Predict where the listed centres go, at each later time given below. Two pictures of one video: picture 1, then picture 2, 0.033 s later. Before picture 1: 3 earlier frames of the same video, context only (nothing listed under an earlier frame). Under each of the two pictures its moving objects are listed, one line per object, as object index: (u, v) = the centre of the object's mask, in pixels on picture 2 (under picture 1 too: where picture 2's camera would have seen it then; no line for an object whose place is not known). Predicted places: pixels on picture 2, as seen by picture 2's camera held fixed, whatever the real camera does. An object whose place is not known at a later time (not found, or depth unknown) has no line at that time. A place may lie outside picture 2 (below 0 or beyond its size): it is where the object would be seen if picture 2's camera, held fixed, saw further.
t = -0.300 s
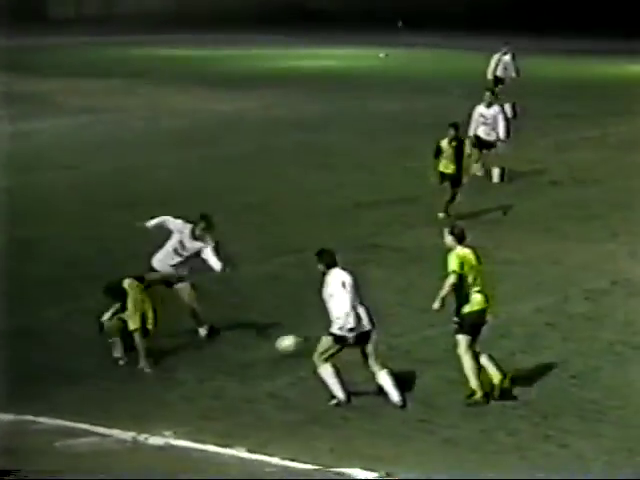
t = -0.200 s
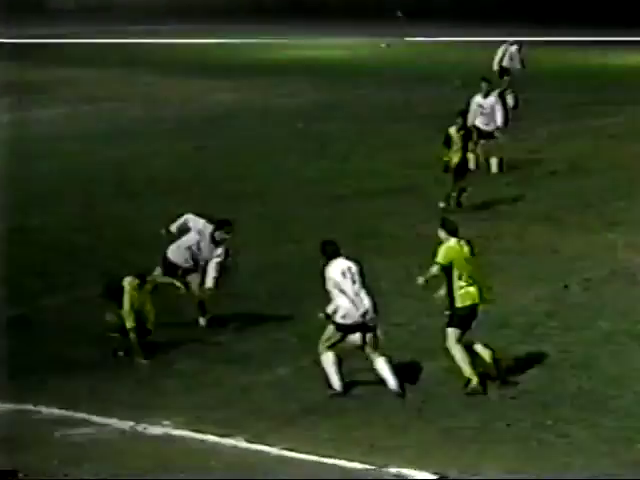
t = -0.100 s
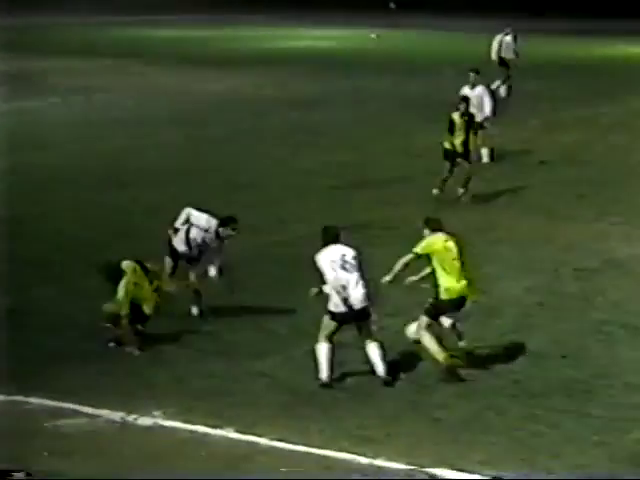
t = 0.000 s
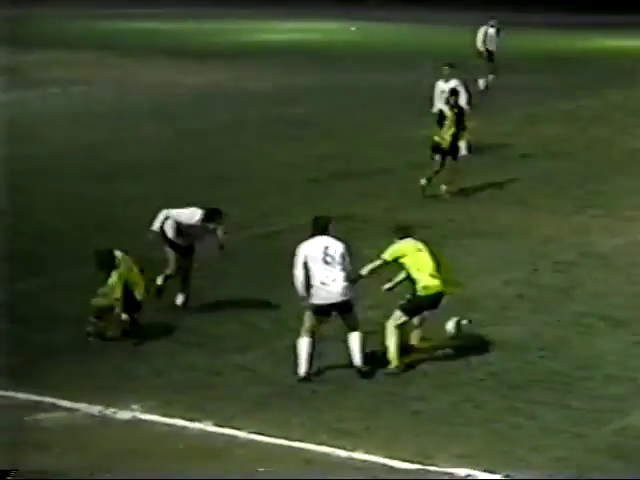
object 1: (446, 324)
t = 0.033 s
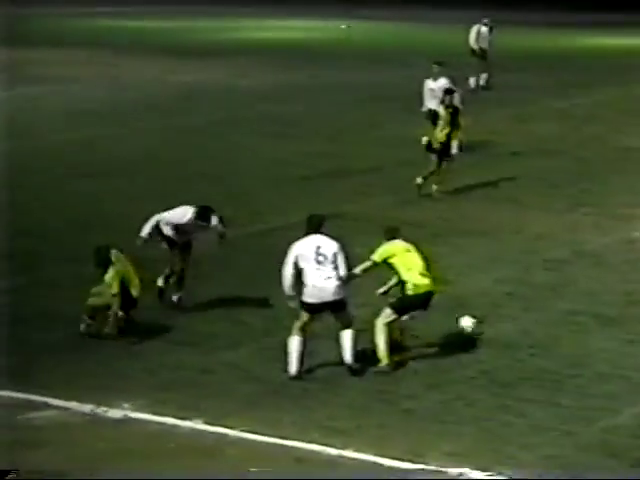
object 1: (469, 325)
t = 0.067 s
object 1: (486, 327)
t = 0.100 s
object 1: (504, 328)
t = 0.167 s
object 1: (540, 328)
